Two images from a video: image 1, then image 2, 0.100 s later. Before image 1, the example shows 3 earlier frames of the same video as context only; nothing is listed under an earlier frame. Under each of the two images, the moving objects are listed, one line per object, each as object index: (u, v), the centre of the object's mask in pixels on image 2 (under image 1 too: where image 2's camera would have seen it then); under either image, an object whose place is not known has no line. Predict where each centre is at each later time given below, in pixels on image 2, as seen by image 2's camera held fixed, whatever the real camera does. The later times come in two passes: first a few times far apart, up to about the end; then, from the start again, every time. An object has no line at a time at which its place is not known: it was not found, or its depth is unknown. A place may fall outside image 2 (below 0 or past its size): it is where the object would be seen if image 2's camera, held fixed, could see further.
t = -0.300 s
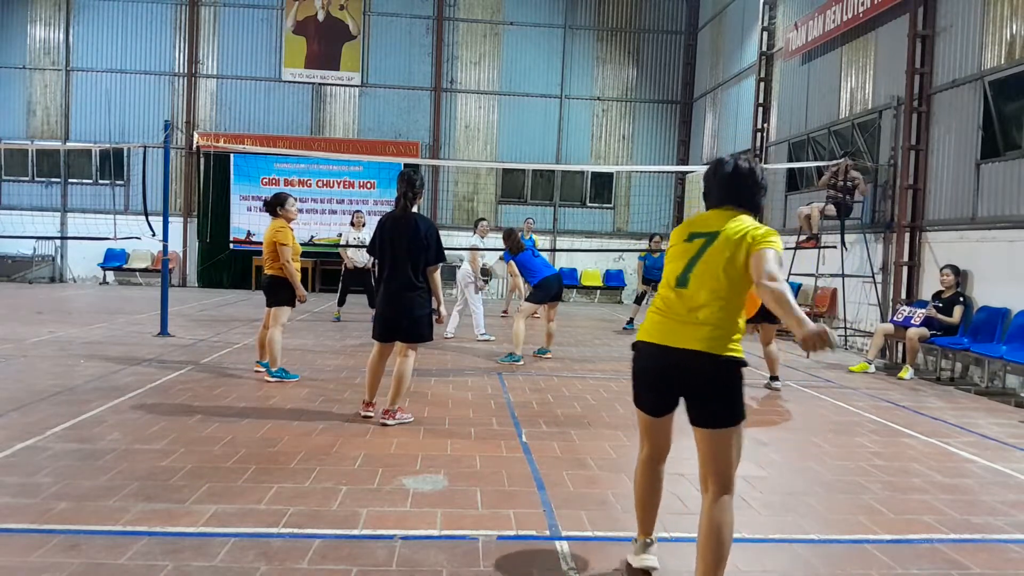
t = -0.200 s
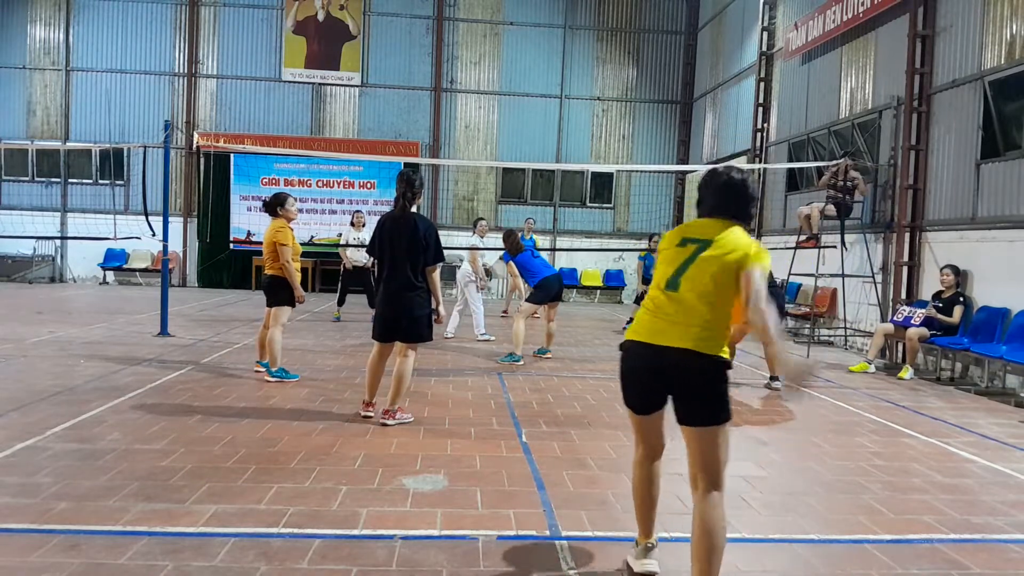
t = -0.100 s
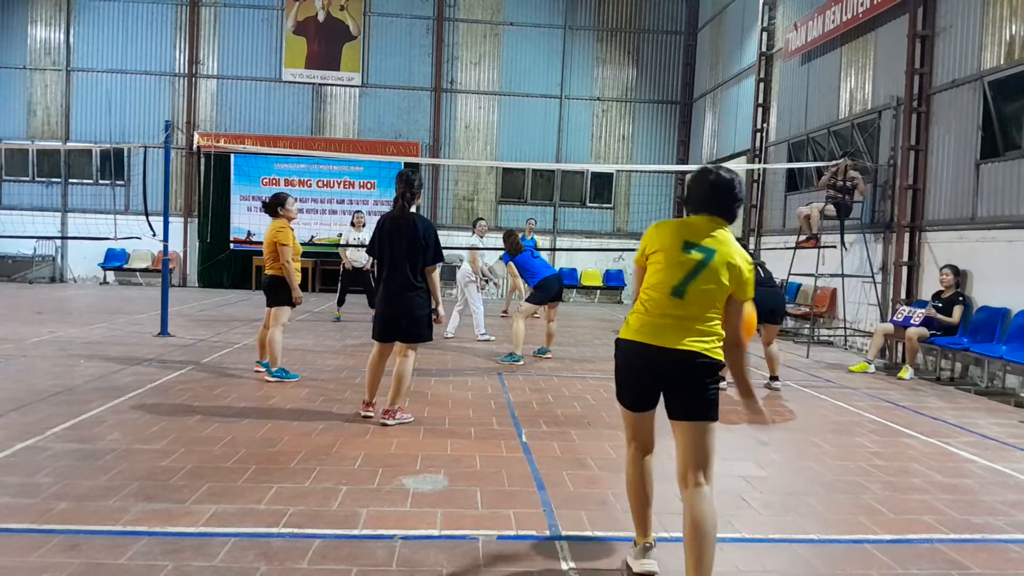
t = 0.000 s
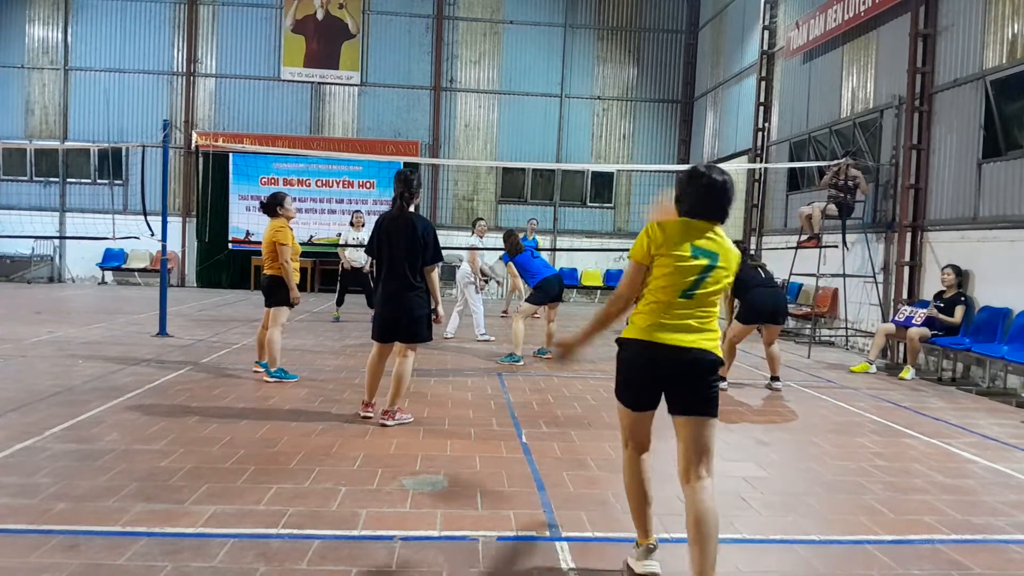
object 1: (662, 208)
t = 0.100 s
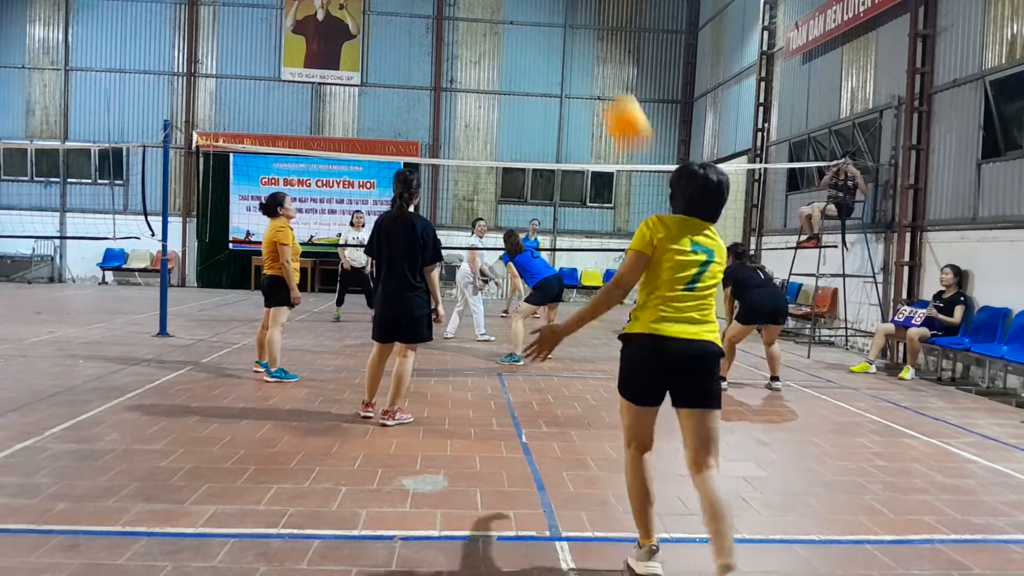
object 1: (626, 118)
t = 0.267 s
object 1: (575, 32)
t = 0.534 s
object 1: (530, 13)
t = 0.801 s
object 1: (504, 66)
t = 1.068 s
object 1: (486, 153)
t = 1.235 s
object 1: (477, 216)
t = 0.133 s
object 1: (613, 95)
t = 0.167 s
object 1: (602, 73)
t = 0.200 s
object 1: (592, 55)
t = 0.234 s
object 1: (584, 42)
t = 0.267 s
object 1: (575, 32)
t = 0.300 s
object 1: (568, 24)
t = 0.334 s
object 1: (562, 18)
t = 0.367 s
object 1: (555, 14)
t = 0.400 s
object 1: (550, 12)
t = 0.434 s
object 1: (544, 11)
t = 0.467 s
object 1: (539, 11)
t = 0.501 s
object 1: (535, 12)
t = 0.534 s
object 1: (530, 13)
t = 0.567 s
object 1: (526, 17)
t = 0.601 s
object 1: (523, 21)
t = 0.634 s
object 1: (519, 27)
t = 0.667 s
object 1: (516, 34)
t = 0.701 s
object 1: (512, 41)
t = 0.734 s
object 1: (509, 48)
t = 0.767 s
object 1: (506, 57)
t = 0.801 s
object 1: (504, 66)
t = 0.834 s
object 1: (501, 76)
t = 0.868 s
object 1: (498, 86)
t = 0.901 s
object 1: (495, 96)
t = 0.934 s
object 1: (493, 109)
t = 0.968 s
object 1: (490, 120)
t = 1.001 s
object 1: (488, 132)
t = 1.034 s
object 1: (486, 145)
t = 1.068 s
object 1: (486, 153)
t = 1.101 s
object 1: (482, 171)
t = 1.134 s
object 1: (480, 181)
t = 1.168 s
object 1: (478, 196)
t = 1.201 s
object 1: (476, 207)
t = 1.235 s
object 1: (477, 216)
